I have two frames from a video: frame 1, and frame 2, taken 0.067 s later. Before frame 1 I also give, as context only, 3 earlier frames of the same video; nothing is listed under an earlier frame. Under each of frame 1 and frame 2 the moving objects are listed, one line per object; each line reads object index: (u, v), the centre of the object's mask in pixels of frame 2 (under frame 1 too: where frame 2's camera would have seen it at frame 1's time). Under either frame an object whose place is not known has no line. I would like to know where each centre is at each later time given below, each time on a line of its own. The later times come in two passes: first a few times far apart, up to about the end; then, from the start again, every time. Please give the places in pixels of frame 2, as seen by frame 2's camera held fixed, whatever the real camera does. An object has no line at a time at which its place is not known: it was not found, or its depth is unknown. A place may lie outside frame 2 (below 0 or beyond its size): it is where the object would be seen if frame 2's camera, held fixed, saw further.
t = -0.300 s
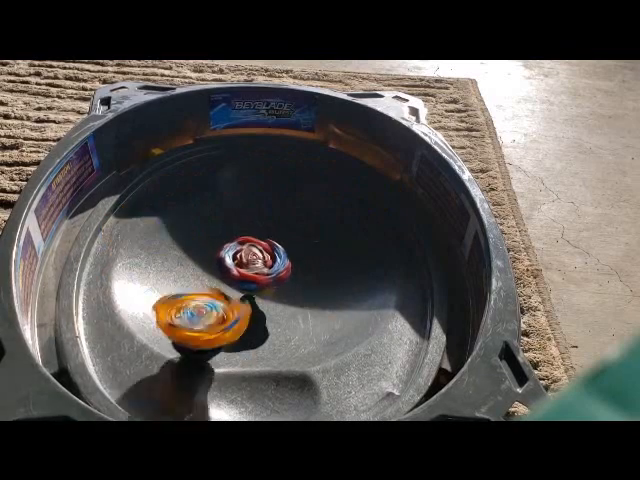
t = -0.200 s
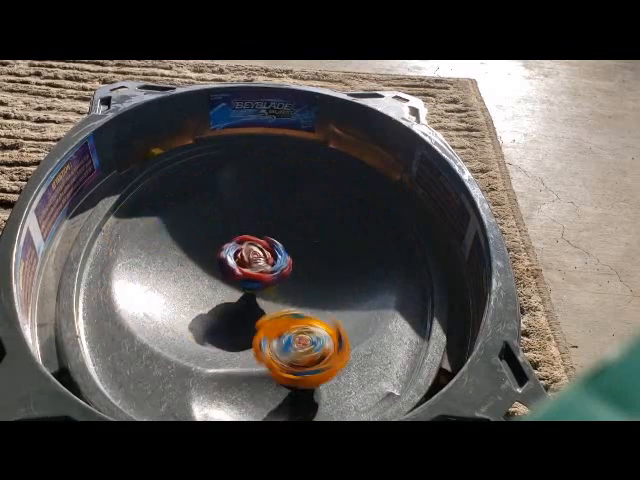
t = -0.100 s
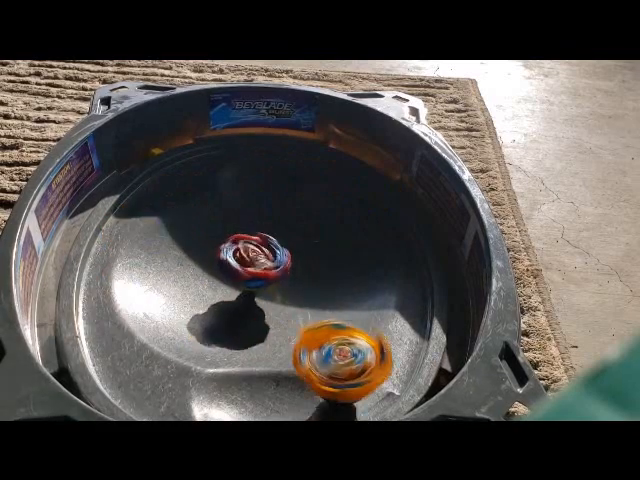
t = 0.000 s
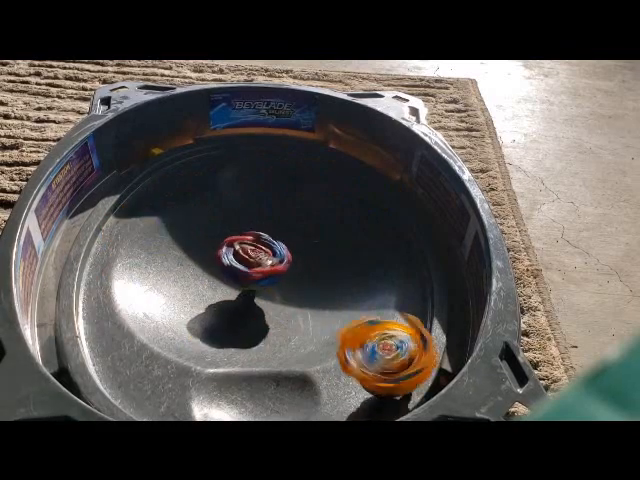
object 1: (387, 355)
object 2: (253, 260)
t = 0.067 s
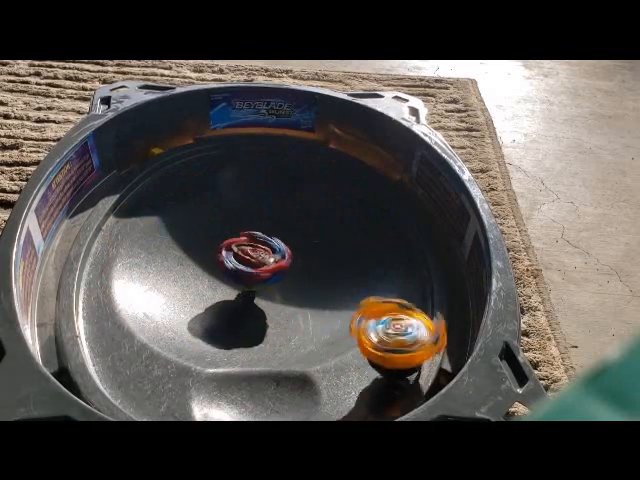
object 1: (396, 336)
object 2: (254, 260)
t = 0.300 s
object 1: (391, 292)
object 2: (260, 262)
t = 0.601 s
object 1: (247, 206)
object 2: (269, 267)
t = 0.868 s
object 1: (158, 287)
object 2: (273, 269)
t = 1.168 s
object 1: (352, 262)
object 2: (264, 261)
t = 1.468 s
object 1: (246, 204)
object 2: (242, 263)
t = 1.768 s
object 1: (181, 245)
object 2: (249, 287)
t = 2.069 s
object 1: (222, 238)
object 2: (284, 296)
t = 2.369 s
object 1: (289, 219)
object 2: (272, 278)
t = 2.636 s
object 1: (322, 209)
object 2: (235, 269)
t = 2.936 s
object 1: (327, 256)
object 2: (241, 264)
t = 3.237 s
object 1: (319, 302)
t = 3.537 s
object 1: (227, 325)
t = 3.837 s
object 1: (182, 280)
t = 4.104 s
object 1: (237, 217)
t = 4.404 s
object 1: (318, 230)
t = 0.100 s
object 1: (405, 330)
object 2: (255, 260)
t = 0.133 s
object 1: (400, 322)
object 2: (256, 260)
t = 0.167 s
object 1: (400, 316)
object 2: (257, 260)
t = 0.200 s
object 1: (399, 309)
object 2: (257, 260)
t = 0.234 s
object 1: (397, 304)
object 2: (258, 261)
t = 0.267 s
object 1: (394, 297)
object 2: (259, 261)
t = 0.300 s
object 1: (391, 292)
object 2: (260, 262)
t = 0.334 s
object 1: (389, 285)
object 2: (261, 262)
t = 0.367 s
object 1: (380, 276)
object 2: (262, 262)
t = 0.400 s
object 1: (371, 265)
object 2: (263, 263)
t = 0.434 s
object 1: (358, 247)
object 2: (263, 263)
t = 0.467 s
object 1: (343, 233)
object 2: (263, 264)
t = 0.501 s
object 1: (322, 223)
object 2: (264, 265)
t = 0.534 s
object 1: (297, 214)
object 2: (266, 266)
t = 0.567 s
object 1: (272, 209)
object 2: (268, 268)
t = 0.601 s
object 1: (247, 206)
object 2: (269, 267)
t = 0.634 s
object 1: (225, 208)
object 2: (270, 267)
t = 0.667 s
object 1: (196, 212)
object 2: (271, 268)
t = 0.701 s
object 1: (171, 221)
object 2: (272, 269)
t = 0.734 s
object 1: (152, 232)
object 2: (273, 269)
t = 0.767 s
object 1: (141, 243)
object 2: (274, 269)
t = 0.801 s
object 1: (140, 257)
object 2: (274, 269)
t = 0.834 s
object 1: (144, 271)
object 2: (273, 269)
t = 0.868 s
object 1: (158, 287)
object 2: (273, 269)
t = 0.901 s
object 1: (182, 303)
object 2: (273, 270)
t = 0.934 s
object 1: (210, 312)
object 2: (274, 269)
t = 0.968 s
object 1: (241, 316)
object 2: (274, 267)
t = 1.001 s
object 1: (269, 313)
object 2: (273, 264)
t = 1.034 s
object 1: (291, 304)
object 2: (270, 261)
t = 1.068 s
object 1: (312, 297)
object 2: (266, 263)
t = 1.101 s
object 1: (332, 288)
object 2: (267, 262)
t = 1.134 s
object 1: (345, 277)
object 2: (265, 261)
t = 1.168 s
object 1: (352, 262)
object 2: (264, 261)
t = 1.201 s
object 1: (354, 249)
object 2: (263, 259)
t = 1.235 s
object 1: (351, 237)
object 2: (260, 258)
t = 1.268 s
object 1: (342, 226)
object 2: (258, 258)
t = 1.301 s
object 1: (328, 218)
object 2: (257, 258)
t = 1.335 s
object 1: (310, 212)
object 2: (254, 258)
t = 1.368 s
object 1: (292, 209)
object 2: (253, 258)
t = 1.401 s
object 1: (276, 208)
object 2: (253, 258)
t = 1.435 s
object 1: (262, 206)
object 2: (246, 262)
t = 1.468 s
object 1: (246, 204)
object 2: (242, 263)
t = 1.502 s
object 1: (231, 205)
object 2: (239, 266)
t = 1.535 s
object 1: (217, 207)
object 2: (238, 266)
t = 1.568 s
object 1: (206, 213)
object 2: (237, 268)
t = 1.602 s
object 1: (198, 221)
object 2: (238, 270)
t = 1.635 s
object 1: (190, 223)
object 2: (240, 277)
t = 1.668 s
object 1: (184, 226)
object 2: (243, 282)
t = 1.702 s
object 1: (179, 231)
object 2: (245, 285)
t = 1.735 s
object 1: (178, 237)
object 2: (246, 286)
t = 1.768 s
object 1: (181, 245)
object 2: (249, 287)
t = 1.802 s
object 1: (188, 252)
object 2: (252, 289)
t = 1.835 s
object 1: (188, 251)
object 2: (262, 295)
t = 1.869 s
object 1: (189, 248)
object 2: (270, 299)
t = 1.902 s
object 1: (192, 245)
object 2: (276, 301)
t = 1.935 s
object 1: (194, 243)
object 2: (279, 301)
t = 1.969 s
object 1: (198, 241)
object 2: (283, 299)
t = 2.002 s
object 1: (205, 240)
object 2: (284, 298)
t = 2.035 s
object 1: (213, 240)
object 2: (286, 297)
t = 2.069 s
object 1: (222, 238)
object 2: (284, 296)
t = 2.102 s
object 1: (232, 235)
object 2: (284, 294)
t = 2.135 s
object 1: (239, 233)
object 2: (284, 293)
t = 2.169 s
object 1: (248, 231)
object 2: (283, 291)
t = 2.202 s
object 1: (256, 228)
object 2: (280, 289)
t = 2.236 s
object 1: (264, 226)
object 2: (280, 286)
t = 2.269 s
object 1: (270, 223)
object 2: (276, 285)
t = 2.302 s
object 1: (276, 222)
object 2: (275, 282)
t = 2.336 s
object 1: (283, 220)
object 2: (274, 280)
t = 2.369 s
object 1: (289, 219)
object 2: (272, 278)
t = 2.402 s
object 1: (291, 217)
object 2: (270, 277)
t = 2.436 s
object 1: (293, 218)
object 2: (267, 274)
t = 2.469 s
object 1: (295, 219)
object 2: (267, 270)
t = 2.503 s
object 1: (303, 218)
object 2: (258, 273)
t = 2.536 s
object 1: (312, 216)
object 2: (245, 273)
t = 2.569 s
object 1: (319, 212)
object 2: (237, 272)
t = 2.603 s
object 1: (320, 210)
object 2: (235, 271)
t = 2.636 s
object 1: (322, 209)
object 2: (235, 269)
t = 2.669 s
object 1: (322, 211)
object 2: (236, 268)
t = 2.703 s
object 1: (322, 214)
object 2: (236, 267)
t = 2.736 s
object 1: (318, 218)
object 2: (238, 267)
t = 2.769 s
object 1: (314, 224)
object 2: (241, 266)
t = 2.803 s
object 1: (309, 233)
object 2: (242, 265)
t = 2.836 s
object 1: (312, 241)
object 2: (241, 265)
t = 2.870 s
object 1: (318, 244)
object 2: (239, 264)
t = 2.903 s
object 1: (323, 250)
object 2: (239, 264)
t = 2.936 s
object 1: (327, 256)
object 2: (241, 264)
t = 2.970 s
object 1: (333, 260)
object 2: (243, 264)
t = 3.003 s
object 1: (333, 266)
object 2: (246, 265)
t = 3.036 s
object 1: (334, 271)
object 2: (249, 264)
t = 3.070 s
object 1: (335, 276)
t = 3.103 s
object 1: (334, 283)
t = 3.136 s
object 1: (330, 287)
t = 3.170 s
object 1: (324, 290)
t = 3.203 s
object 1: (323, 295)
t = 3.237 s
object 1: (319, 302)
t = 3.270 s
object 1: (314, 305)
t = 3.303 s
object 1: (310, 308)
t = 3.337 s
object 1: (302, 312)
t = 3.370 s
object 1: (294, 312)
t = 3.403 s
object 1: (286, 314)
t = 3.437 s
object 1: (276, 313)
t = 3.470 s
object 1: (258, 319)
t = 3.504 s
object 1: (241, 325)
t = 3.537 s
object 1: (227, 325)
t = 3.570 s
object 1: (214, 325)
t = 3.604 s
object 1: (201, 322)
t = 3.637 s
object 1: (190, 319)
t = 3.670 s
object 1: (182, 313)
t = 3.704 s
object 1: (176, 308)
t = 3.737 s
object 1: (174, 302)
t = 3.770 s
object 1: (174, 296)
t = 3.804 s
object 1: (178, 288)
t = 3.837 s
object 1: (182, 280)
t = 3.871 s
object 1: (188, 273)
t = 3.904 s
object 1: (197, 266)
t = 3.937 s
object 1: (201, 256)
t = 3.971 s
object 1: (205, 246)
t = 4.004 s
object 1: (213, 236)
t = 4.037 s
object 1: (221, 229)
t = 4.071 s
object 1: (228, 223)
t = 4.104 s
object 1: (237, 217)
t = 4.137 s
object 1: (248, 212)
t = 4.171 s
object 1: (258, 210)
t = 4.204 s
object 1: (268, 208)
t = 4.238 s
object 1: (278, 208)
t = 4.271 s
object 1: (288, 209)
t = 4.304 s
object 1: (298, 212)
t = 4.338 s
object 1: (306, 216)
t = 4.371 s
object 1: (313, 223)
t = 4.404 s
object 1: (318, 230)
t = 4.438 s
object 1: (321, 238)
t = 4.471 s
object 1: (322, 247)
